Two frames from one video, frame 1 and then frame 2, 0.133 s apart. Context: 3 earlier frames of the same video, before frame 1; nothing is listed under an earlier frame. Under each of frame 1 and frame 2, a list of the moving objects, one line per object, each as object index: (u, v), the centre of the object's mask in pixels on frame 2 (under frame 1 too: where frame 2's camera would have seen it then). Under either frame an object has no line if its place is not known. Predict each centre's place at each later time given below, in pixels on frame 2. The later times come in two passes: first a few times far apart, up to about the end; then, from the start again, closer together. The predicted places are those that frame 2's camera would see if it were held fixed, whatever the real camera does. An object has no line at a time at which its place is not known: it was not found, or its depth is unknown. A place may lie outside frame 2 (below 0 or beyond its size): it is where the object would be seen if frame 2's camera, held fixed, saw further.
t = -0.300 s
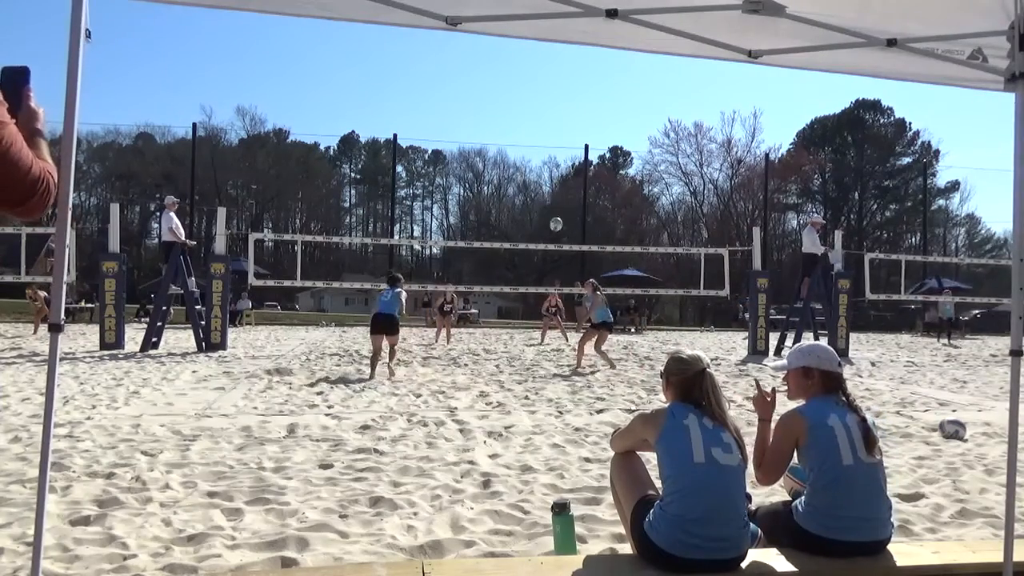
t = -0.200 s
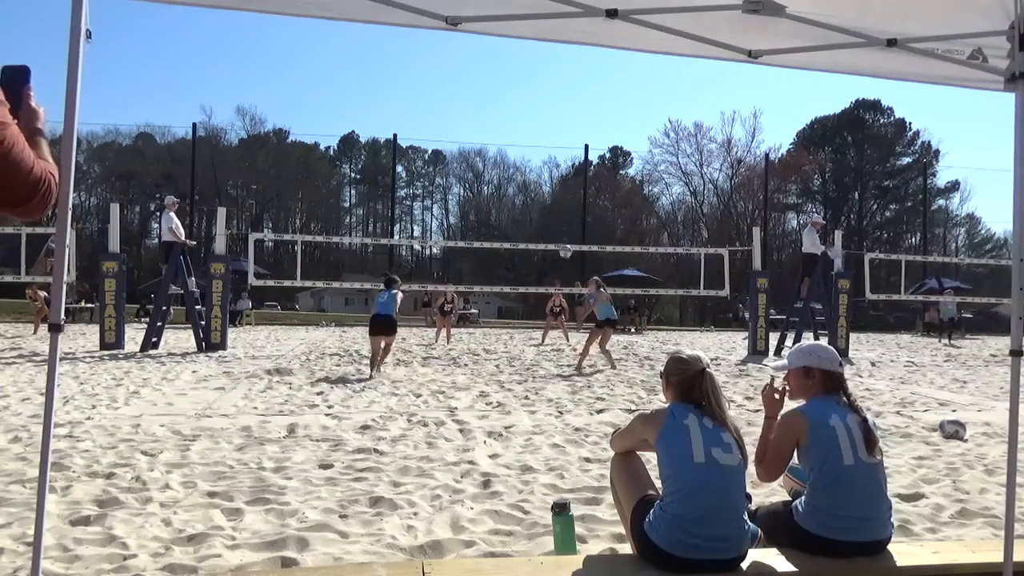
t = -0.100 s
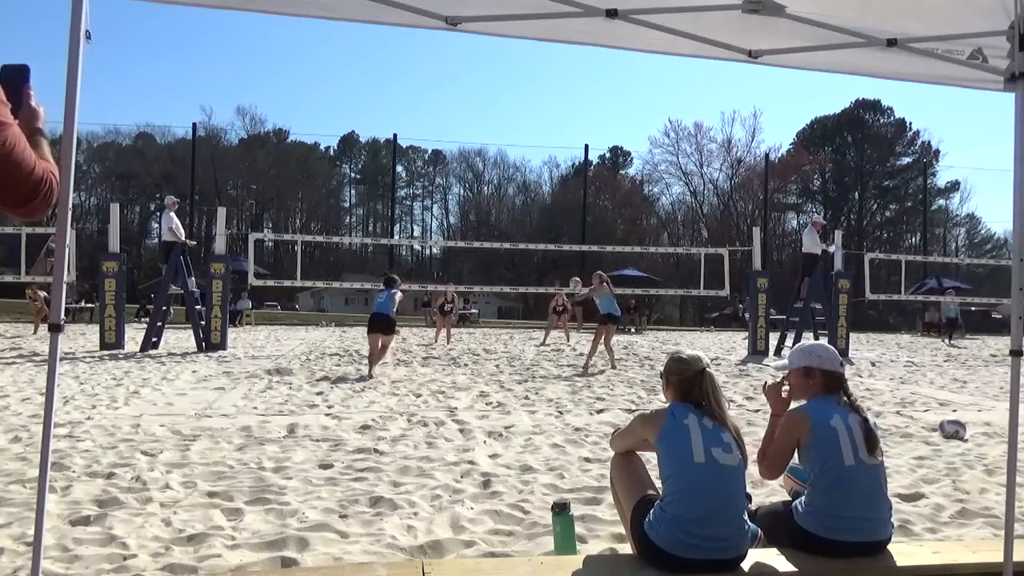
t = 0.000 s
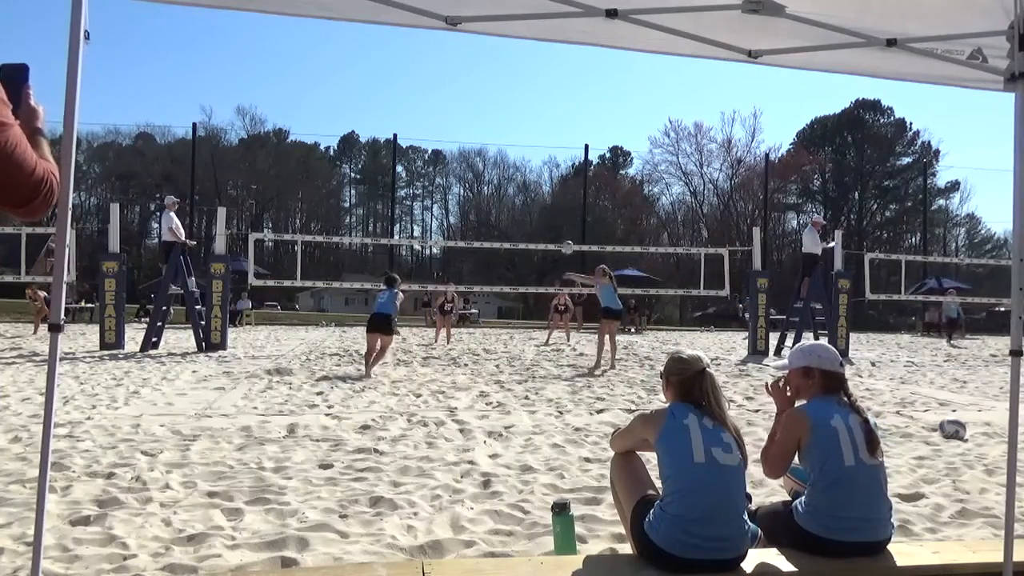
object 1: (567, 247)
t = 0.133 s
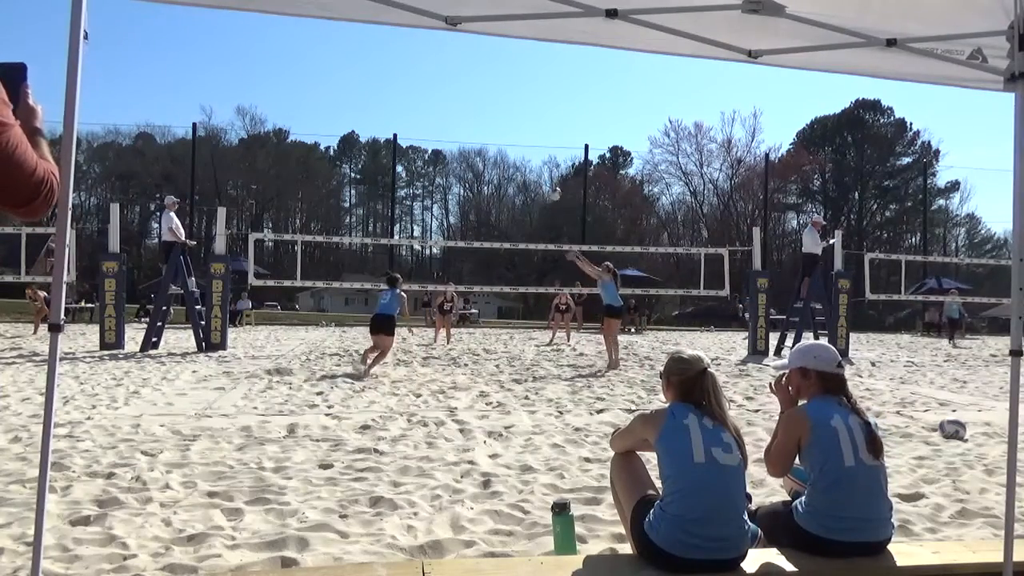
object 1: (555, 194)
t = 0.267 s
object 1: (543, 152)
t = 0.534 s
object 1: (520, 102)
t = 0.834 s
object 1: (496, 97)
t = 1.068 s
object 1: (478, 129)
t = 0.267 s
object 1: (543, 152)
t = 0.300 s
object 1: (540, 143)
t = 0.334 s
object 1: (537, 135)
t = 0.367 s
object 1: (534, 128)
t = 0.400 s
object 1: (531, 121)
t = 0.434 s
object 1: (528, 115)
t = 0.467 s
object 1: (525, 110)
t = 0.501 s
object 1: (523, 106)
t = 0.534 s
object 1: (520, 102)
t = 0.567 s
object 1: (518, 99)
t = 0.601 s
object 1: (515, 96)
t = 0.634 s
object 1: (512, 95)
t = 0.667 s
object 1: (510, 94)
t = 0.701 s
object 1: (507, 93)
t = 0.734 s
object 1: (504, 93)
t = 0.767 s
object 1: (502, 94)
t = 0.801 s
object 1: (499, 95)
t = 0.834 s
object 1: (496, 97)
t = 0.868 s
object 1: (494, 100)
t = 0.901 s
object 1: (491, 103)
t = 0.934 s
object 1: (488, 107)
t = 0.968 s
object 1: (486, 111)
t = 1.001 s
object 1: (484, 117)
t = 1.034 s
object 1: (481, 123)
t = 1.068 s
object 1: (478, 129)
